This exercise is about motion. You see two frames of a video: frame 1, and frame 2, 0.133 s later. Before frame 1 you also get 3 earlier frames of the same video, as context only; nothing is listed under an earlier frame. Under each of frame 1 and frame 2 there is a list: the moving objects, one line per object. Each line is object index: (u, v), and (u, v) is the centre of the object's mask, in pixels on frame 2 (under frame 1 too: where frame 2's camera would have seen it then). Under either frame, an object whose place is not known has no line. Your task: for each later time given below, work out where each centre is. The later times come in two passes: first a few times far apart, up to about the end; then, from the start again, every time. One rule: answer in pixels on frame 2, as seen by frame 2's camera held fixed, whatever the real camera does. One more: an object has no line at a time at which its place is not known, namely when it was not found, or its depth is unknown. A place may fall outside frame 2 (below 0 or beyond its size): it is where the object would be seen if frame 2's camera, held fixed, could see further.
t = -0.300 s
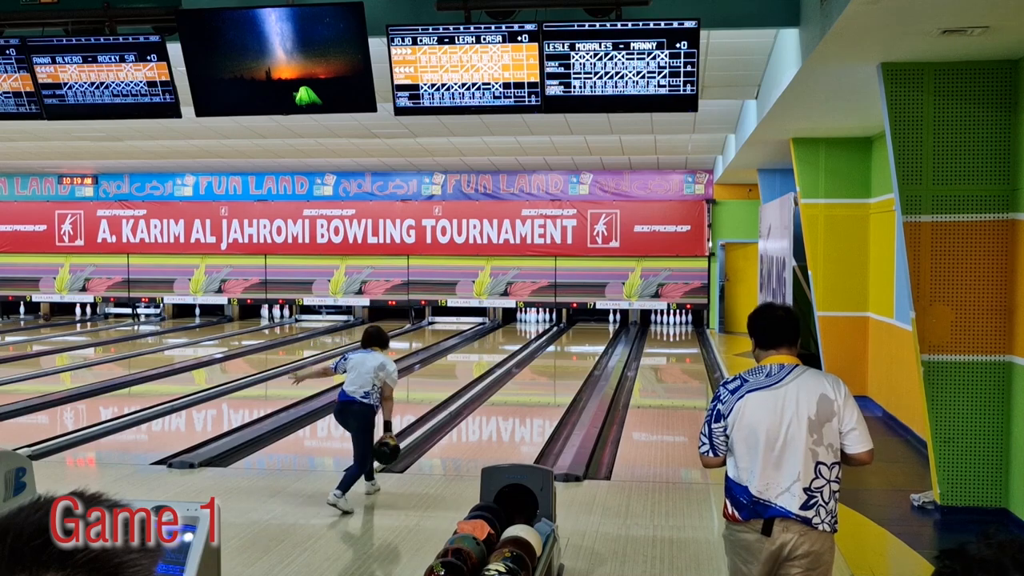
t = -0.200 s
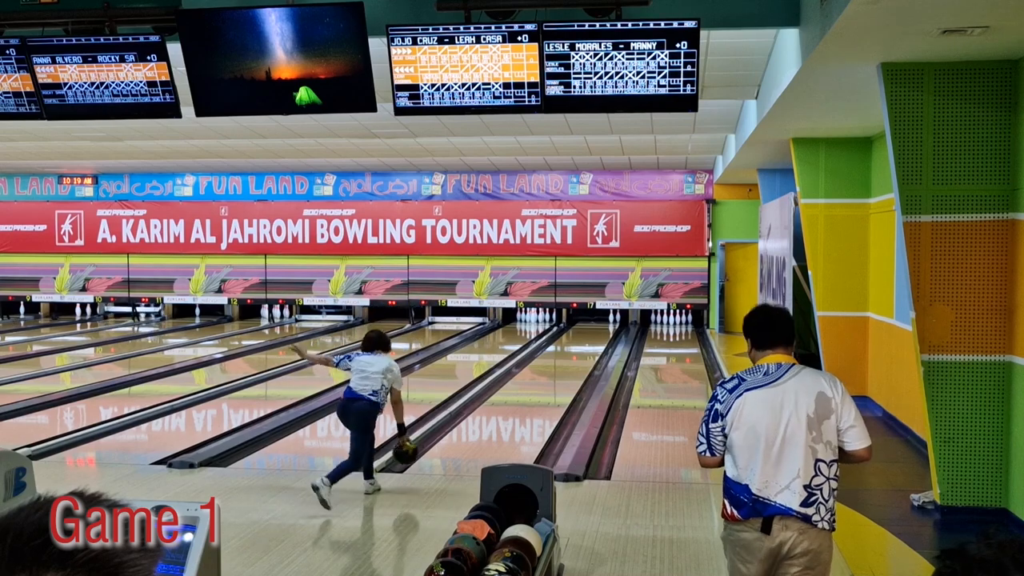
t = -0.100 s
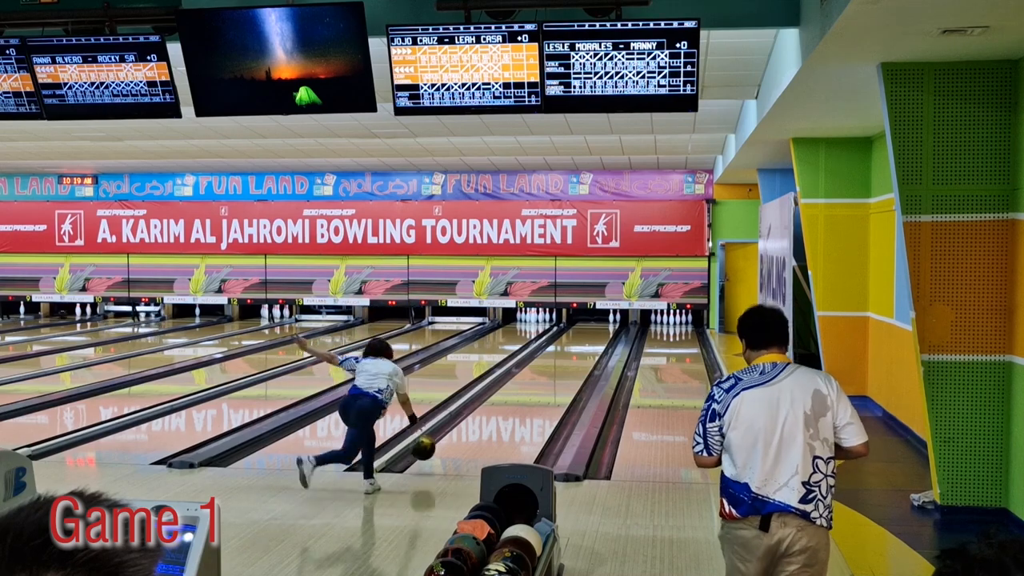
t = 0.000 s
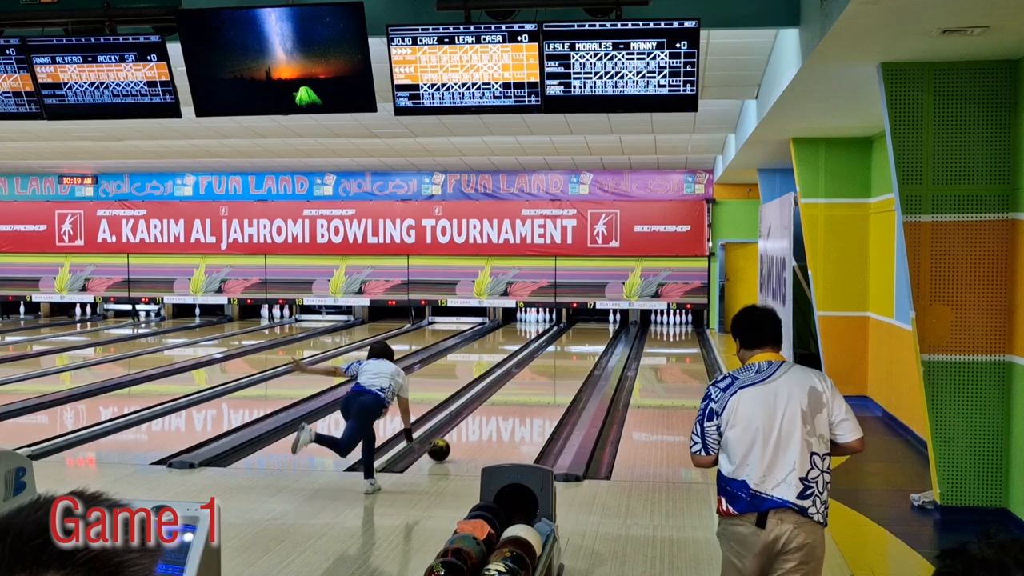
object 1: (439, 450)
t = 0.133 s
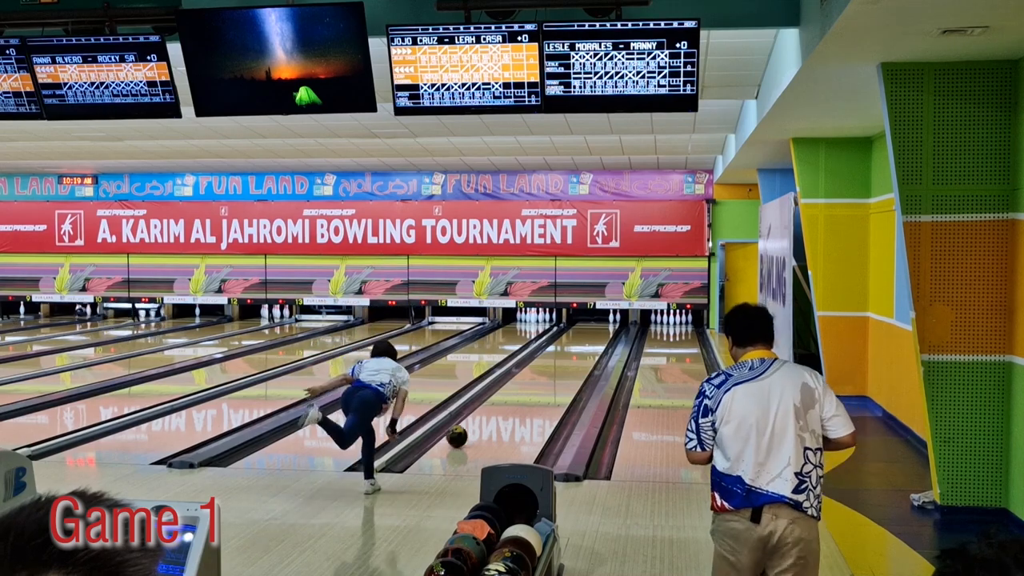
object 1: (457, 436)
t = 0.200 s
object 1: (465, 430)
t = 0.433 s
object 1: (490, 411)
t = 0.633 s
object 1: (507, 398)
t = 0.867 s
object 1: (524, 384)
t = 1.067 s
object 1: (536, 375)
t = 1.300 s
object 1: (549, 365)
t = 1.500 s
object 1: (558, 359)
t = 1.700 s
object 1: (567, 352)
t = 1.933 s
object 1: (575, 346)
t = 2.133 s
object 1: (582, 341)
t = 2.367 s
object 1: (589, 336)
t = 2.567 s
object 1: (593, 332)
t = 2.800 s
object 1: (598, 328)
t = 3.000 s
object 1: (602, 326)
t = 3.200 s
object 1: (603, 324)
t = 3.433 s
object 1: (605, 321)
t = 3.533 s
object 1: (606, 320)
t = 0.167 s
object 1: (461, 433)
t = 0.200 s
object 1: (465, 430)
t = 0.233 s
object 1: (469, 427)
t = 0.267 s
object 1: (473, 424)
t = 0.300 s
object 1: (476, 422)
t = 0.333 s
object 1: (480, 419)
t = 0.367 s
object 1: (483, 416)
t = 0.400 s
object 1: (486, 414)
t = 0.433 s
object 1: (490, 411)
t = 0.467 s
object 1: (493, 409)
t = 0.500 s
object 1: (496, 406)
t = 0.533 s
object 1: (499, 404)
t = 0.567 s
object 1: (501, 402)
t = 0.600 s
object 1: (504, 400)
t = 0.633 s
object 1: (507, 398)
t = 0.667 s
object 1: (510, 395)
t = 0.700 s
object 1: (512, 394)
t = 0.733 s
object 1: (515, 392)
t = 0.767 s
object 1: (517, 390)
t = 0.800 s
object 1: (520, 388)
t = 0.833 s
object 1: (522, 386)
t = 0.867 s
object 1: (524, 384)
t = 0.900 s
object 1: (526, 383)
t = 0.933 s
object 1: (529, 381)
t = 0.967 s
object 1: (531, 379)
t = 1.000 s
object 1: (533, 378)
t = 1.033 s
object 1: (535, 376)
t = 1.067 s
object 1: (536, 375)
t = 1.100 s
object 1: (539, 373)
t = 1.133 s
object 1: (540, 372)
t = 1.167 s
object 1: (542, 371)
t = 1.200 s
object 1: (544, 369)
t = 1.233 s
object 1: (546, 368)
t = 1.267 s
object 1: (548, 366)
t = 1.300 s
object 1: (549, 365)
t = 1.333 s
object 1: (551, 364)
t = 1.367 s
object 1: (553, 363)
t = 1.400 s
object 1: (554, 362)
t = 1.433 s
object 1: (556, 361)
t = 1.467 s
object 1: (557, 359)
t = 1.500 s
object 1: (558, 359)
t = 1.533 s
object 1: (560, 357)
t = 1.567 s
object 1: (562, 356)
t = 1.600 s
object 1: (563, 355)
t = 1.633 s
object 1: (564, 354)
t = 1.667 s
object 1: (566, 353)
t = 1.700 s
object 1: (567, 352)
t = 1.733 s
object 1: (568, 351)
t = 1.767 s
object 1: (569, 350)
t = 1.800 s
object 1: (571, 349)
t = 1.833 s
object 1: (572, 348)
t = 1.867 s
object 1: (573, 347)
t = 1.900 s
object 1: (574, 346)
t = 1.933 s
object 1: (575, 346)
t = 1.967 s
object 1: (577, 345)
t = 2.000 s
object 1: (578, 344)
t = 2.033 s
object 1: (579, 343)
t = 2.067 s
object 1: (580, 342)
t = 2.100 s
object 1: (581, 342)
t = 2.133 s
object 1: (582, 341)
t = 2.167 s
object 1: (583, 340)
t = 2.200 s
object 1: (584, 339)
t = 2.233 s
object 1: (585, 339)
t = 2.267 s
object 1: (586, 338)
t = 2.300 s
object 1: (587, 337)
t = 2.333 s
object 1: (588, 336)
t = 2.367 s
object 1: (589, 336)
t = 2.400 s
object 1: (590, 335)
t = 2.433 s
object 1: (591, 335)
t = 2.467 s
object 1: (591, 334)
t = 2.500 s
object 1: (592, 333)
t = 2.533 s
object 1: (593, 333)
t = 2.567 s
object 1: (593, 332)
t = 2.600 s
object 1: (594, 331)
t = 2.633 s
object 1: (595, 331)
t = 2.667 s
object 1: (596, 331)
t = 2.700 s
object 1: (596, 330)
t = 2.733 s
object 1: (597, 329)
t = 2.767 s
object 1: (597, 329)
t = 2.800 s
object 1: (598, 328)
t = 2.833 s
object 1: (599, 328)
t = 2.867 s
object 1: (599, 328)
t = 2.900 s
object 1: (600, 327)
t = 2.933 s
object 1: (600, 327)
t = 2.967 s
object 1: (601, 326)
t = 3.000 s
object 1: (602, 326)
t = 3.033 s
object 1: (601, 325)
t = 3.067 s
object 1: (602, 325)
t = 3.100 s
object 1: (602, 324)
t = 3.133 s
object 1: (602, 324)
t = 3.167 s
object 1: (603, 324)
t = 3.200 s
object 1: (603, 324)
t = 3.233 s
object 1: (603, 322)
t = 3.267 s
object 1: (604, 322)
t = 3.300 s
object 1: (604, 322)
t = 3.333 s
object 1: (604, 323)
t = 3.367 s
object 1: (604, 323)
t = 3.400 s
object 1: (605, 321)
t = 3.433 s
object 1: (605, 321)
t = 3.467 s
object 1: (605, 320)
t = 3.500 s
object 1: (605, 320)
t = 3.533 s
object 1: (606, 320)
